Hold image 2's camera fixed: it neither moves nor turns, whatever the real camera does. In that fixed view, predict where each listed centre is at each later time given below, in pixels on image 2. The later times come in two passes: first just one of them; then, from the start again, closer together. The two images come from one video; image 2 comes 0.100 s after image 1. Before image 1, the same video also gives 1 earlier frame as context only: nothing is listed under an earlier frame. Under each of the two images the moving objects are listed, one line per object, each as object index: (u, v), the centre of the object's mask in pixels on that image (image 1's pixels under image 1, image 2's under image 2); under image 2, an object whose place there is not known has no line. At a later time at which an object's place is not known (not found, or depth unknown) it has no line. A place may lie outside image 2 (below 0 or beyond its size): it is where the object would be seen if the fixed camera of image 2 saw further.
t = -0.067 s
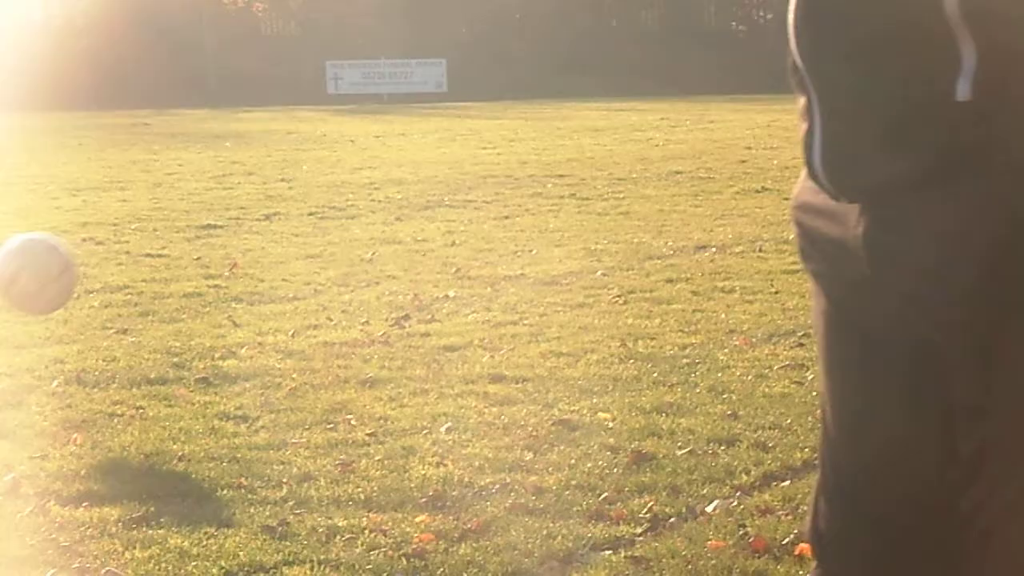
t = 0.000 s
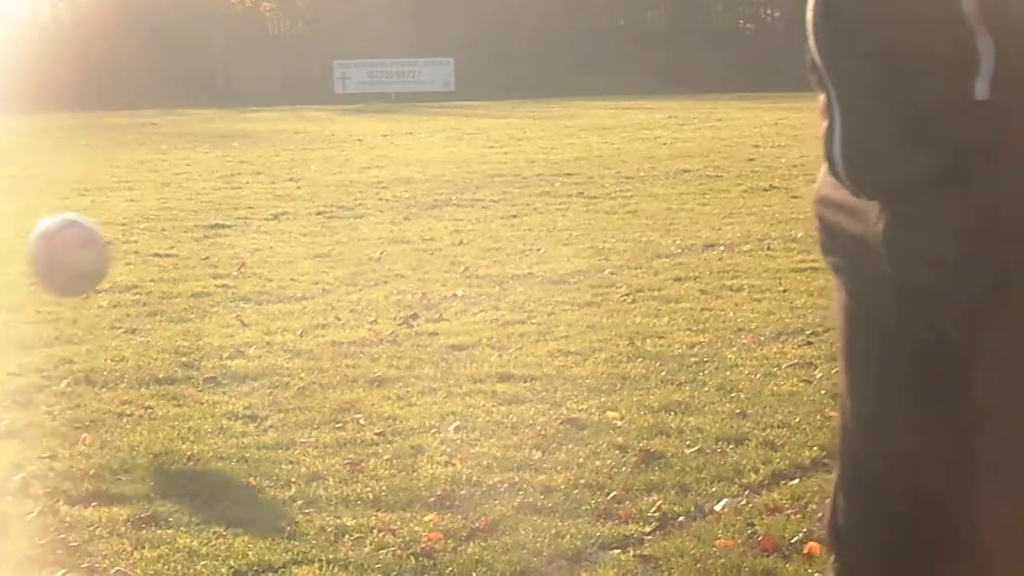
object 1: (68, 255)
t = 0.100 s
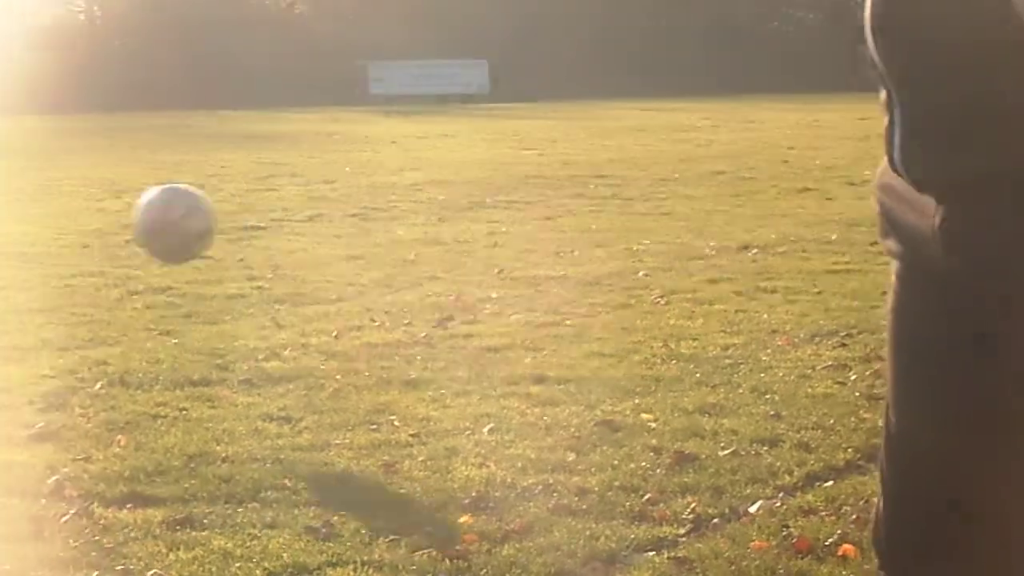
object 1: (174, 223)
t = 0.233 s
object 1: (265, 235)
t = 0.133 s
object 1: (201, 220)
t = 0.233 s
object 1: (265, 235)
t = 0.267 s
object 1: (285, 246)
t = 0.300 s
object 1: (306, 261)
